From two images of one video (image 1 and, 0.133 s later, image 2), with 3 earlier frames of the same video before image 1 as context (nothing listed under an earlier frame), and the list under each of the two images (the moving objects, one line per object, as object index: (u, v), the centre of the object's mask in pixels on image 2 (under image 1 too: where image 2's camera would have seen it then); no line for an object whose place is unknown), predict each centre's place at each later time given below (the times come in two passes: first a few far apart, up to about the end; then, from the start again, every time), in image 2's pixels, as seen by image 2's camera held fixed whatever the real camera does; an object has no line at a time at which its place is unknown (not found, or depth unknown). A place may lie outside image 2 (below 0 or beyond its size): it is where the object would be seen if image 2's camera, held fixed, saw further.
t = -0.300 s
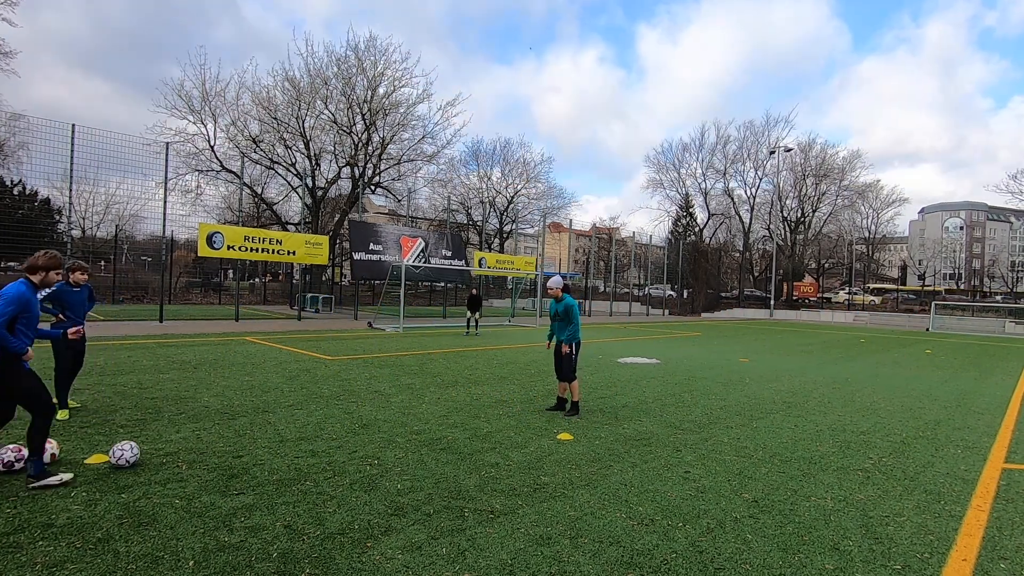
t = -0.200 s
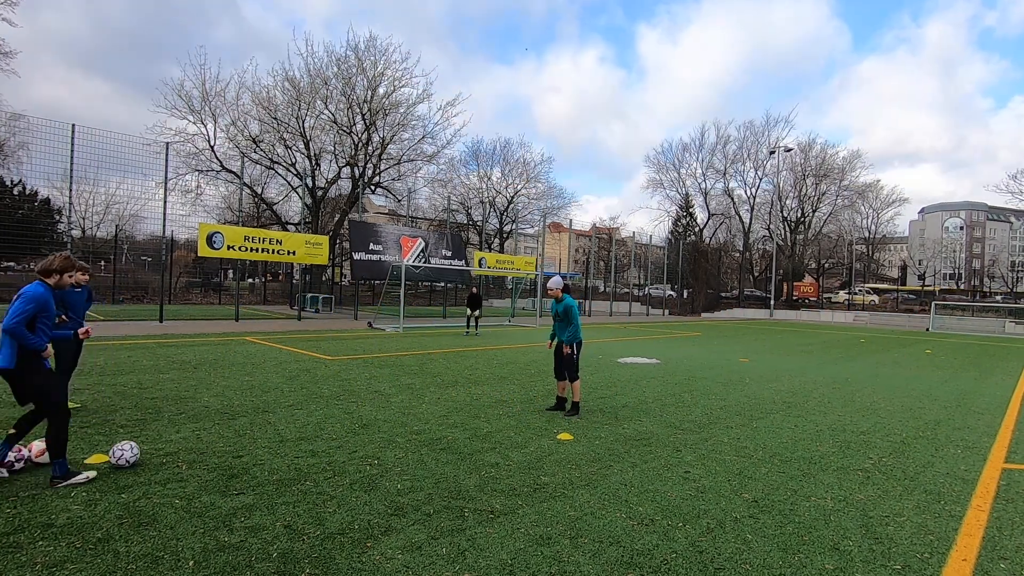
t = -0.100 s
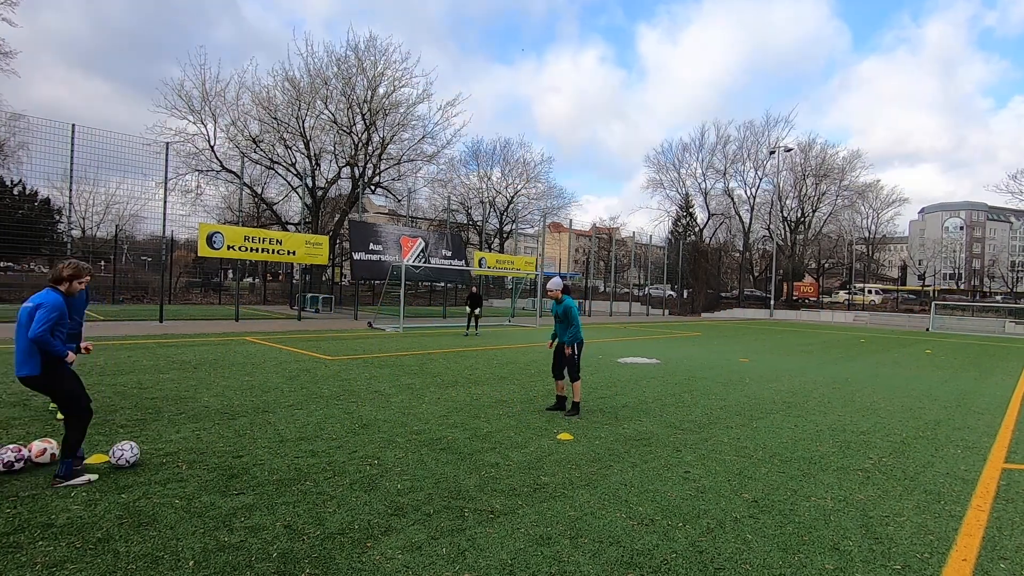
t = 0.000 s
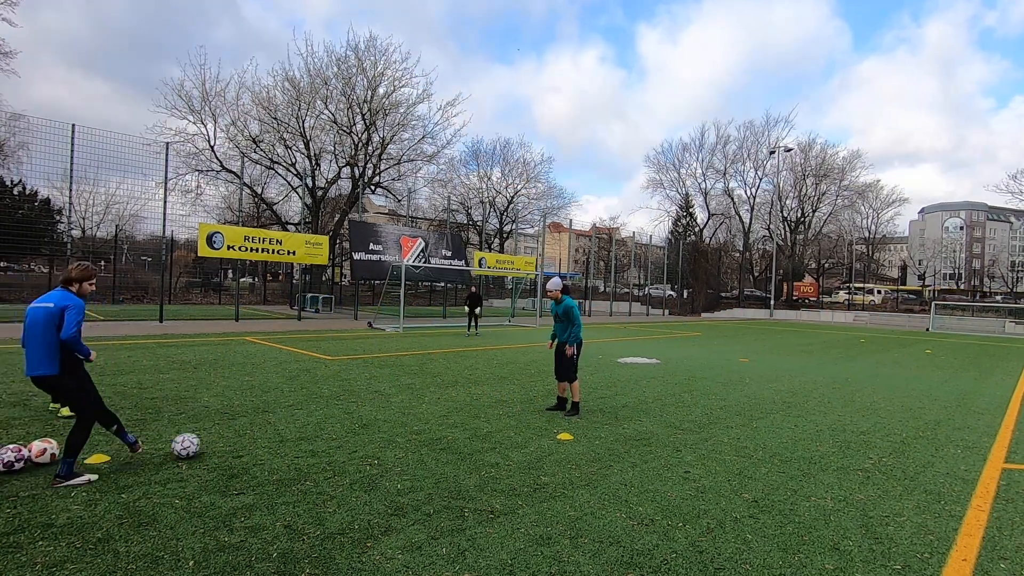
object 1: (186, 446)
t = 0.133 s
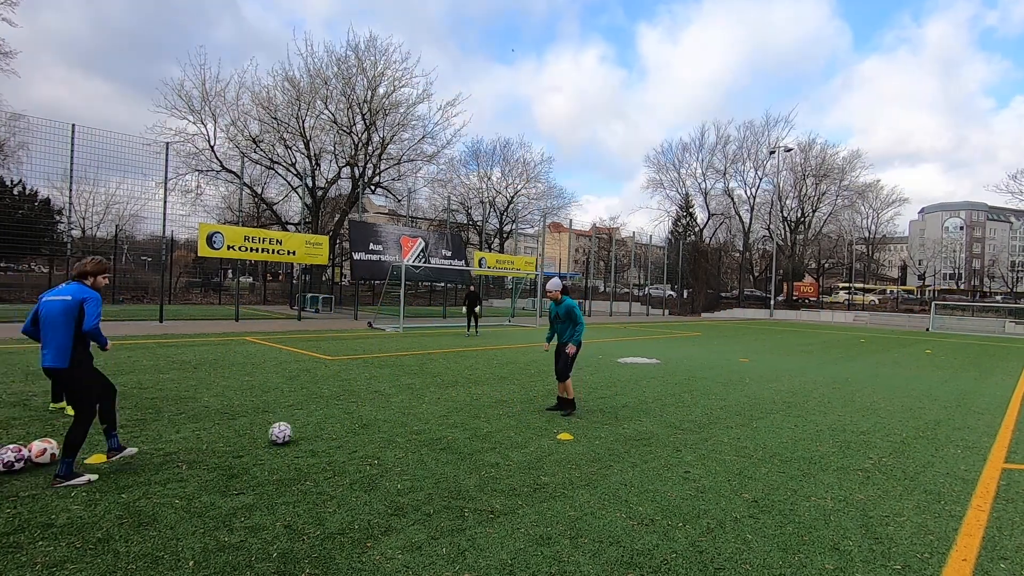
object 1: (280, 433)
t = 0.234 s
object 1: (334, 426)
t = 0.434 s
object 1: (413, 416)
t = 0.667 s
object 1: (479, 408)
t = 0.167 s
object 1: (300, 431)
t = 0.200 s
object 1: (317, 428)
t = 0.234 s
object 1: (334, 426)
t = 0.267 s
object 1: (350, 424)
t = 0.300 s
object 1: (364, 422)
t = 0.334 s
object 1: (378, 420)
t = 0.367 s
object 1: (391, 419)
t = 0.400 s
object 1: (402, 417)
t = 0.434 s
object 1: (413, 416)
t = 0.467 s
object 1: (424, 415)
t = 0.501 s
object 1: (434, 414)
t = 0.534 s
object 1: (444, 412)
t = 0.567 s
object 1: (452, 411)
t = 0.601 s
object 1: (462, 410)
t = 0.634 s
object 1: (471, 409)
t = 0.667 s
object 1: (479, 408)
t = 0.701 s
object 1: (487, 407)
